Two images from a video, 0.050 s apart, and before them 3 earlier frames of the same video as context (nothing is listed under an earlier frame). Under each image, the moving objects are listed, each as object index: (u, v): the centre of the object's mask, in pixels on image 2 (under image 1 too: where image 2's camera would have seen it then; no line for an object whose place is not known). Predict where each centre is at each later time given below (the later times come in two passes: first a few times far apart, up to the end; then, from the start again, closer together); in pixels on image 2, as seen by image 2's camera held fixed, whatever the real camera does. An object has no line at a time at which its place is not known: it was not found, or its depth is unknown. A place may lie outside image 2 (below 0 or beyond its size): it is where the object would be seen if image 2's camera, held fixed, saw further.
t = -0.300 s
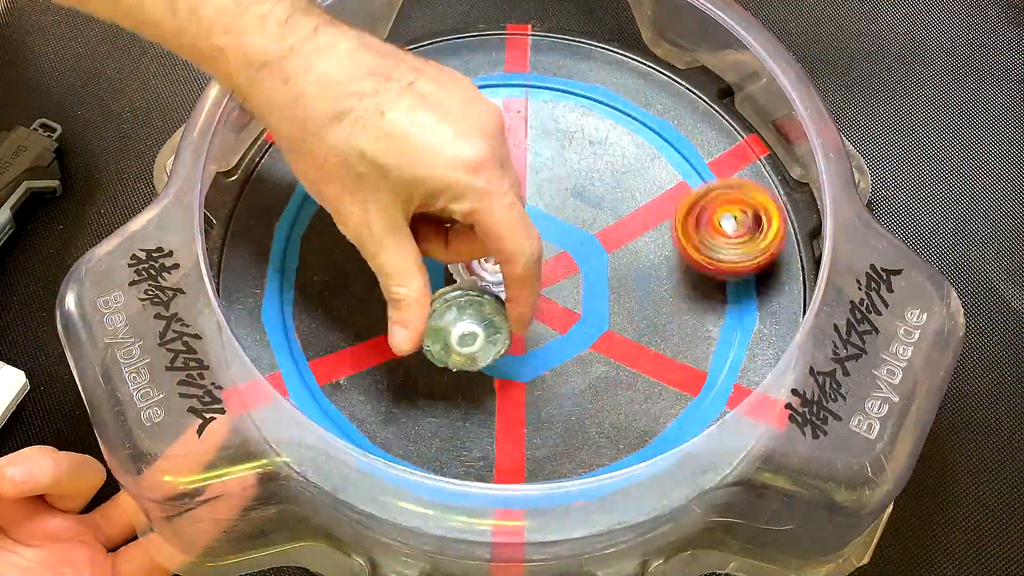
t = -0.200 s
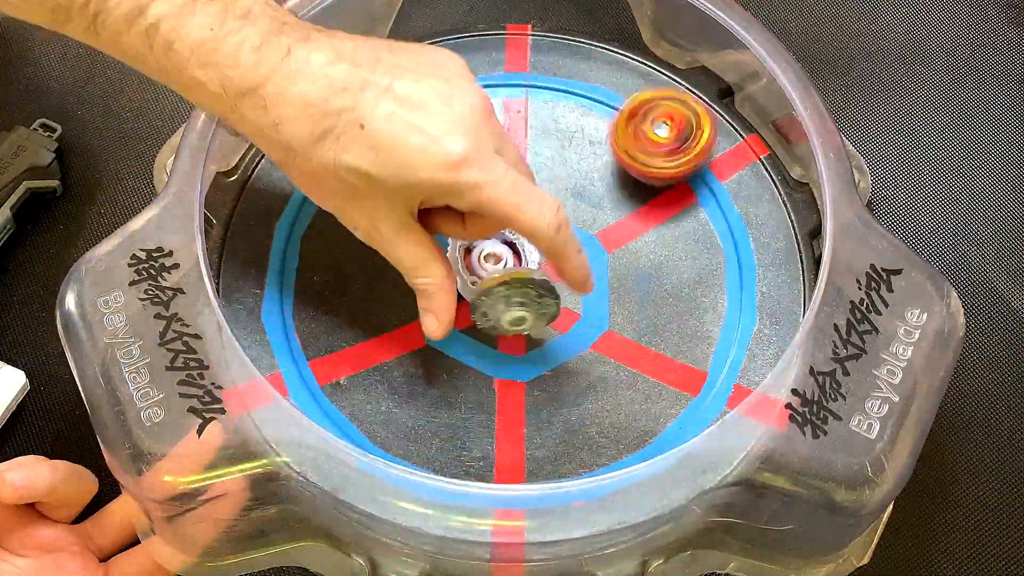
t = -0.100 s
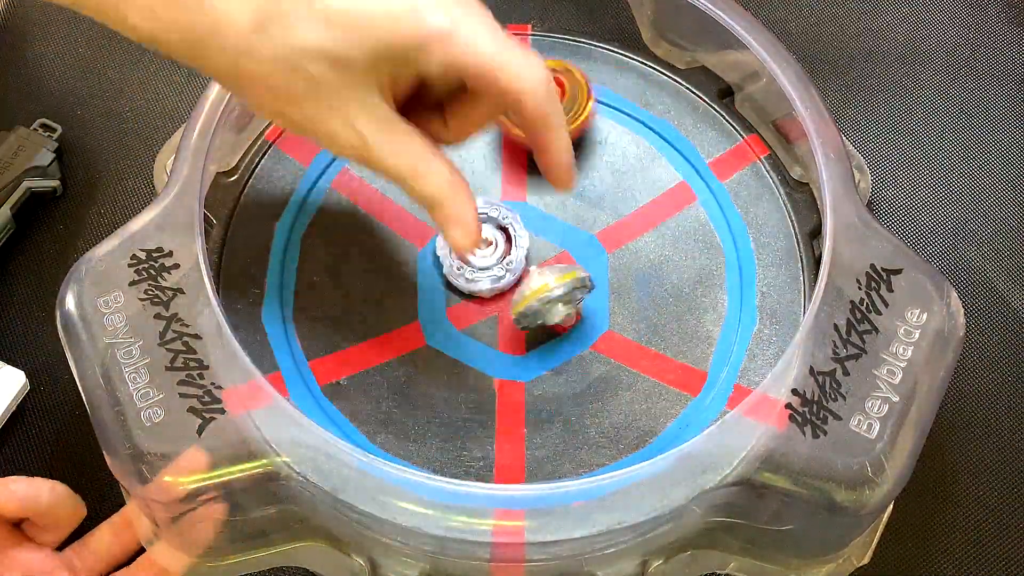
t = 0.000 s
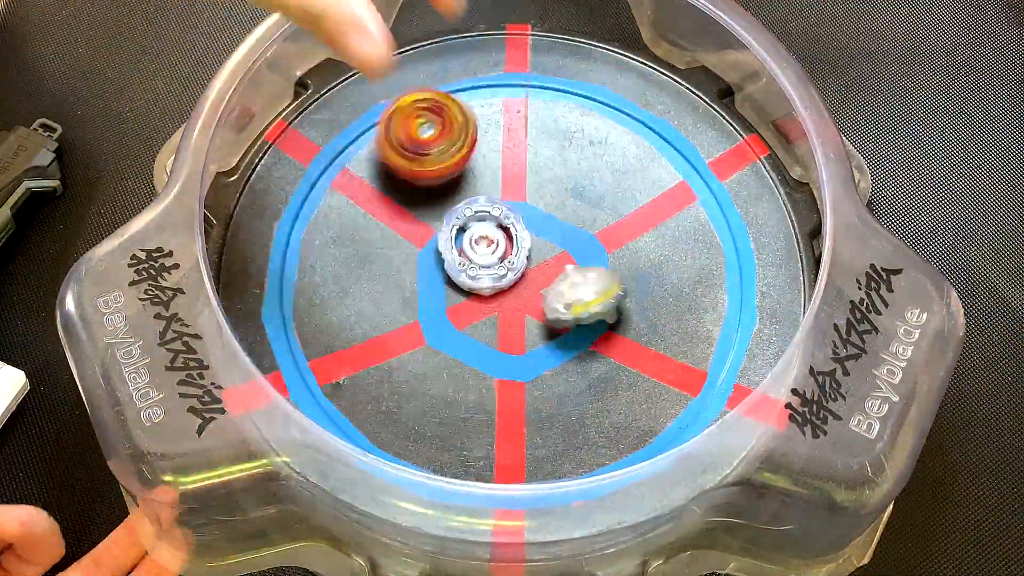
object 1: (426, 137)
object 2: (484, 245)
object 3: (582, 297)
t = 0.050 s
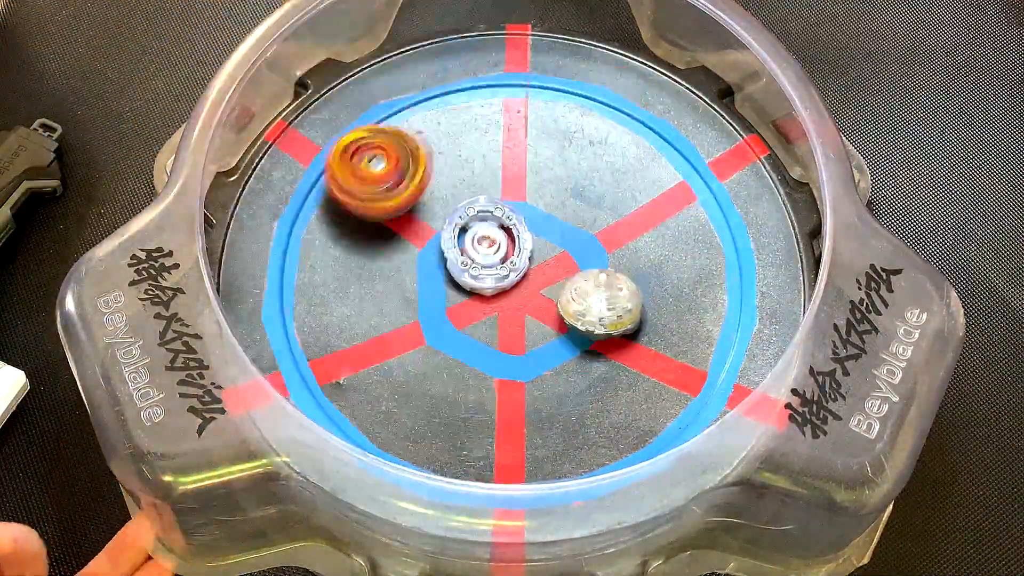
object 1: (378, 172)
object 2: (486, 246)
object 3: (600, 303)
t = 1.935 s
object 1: (557, 76)
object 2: (482, 243)
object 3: (557, 284)
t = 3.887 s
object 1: (658, 326)
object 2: (482, 243)
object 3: (557, 284)
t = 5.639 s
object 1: (495, 226)
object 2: (461, 309)
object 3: (559, 289)
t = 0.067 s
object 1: (363, 186)
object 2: (486, 246)
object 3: (604, 303)
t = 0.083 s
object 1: (351, 201)
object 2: (486, 246)
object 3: (606, 304)
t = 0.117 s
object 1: (330, 234)
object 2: (486, 246)
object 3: (608, 304)
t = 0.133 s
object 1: (322, 251)
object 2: (487, 246)
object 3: (608, 304)
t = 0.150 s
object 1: (315, 269)
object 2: (487, 246)
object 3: (608, 304)
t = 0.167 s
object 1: (312, 288)
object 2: (486, 246)
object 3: (607, 304)
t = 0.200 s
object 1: (311, 326)
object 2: (487, 246)
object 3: (607, 304)
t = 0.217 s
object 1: (314, 346)
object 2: (487, 246)
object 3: (606, 304)
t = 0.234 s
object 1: (320, 363)
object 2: (487, 246)
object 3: (606, 303)
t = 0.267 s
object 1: (349, 392)
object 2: (487, 246)
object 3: (605, 303)
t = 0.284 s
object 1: (367, 405)
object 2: (487, 246)
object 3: (605, 303)
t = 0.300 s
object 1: (385, 415)
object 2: (487, 246)
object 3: (605, 303)
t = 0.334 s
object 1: (423, 433)
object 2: (487, 246)
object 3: (604, 303)
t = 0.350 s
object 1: (443, 438)
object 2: (487, 246)
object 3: (605, 303)
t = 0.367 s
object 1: (469, 444)
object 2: (487, 246)
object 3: (604, 303)
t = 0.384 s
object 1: (491, 447)
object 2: (487, 246)
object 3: (605, 303)
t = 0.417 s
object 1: (538, 446)
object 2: (487, 246)
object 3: (604, 303)
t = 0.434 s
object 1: (562, 441)
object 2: (487, 246)
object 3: (605, 303)
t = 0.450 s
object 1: (584, 436)
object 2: (487, 246)
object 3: (605, 303)
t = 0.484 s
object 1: (622, 418)
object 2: (487, 246)
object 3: (605, 303)
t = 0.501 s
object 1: (639, 405)
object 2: (487, 246)
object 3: (605, 303)
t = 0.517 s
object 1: (654, 390)
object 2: (487, 246)
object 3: (604, 302)
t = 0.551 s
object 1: (676, 354)
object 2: (487, 246)
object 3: (602, 301)
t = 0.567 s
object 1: (682, 335)
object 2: (487, 246)
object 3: (600, 301)
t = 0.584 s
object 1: (687, 314)
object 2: (487, 246)
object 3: (598, 301)
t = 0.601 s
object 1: (694, 298)
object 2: (487, 246)
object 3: (595, 298)
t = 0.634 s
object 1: (702, 262)
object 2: (487, 246)
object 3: (581, 293)
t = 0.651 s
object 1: (702, 244)
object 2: (487, 246)
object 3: (575, 291)
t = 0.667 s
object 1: (698, 225)
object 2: (487, 246)
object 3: (569, 288)
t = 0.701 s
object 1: (684, 190)
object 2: (485, 245)
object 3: (561, 285)
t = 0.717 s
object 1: (675, 174)
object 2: (483, 244)
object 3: (559, 284)
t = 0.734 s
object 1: (664, 159)
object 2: (482, 244)
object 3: (558, 284)
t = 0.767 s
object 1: (638, 131)
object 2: (482, 244)
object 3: (557, 284)
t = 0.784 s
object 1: (622, 119)
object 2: (482, 244)
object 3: (557, 284)
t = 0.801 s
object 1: (606, 108)
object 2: (482, 243)
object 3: (557, 284)
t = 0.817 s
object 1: (590, 98)
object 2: (482, 243)
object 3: (557, 284)
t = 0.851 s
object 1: (554, 85)
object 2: (482, 243)
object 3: (557, 284)
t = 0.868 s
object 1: (535, 79)
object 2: (482, 243)
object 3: (557, 284)
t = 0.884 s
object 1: (515, 76)
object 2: (482, 243)
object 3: (557, 284)
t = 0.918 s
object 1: (476, 74)
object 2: (482, 243)
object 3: (557, 284)
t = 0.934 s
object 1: (456, 75)
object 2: (482, 243)
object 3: (557, 284)
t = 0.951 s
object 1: (438, 78)
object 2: (482, 243)
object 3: (557, 284)
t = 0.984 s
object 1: (401, 89)
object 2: (482, 243)
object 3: (557, 284)
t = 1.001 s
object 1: (384, 96)
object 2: (482, 243)
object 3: (557, 284)
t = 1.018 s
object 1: (368, 106)
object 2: (482, 243)
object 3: (557, 284)
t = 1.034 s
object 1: (355, 118)
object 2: (482, 243)
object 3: (557, 284)
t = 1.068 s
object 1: (330, 146)
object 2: (482, 243)
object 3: (558, 284)
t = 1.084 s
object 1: (319, 160)
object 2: (482, 243)
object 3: (557, 284)
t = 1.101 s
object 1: (310, 176)
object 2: (482, 243)
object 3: (557, 284)
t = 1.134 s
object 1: (297, 208)
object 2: (482, 243)
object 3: (557, 284)
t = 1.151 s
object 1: (294, 225)
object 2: (482, 243)
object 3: (558, 284)
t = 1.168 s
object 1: (292, 243)
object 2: (482, 243)
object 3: (558, 284)
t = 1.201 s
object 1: (295, 279)
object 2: (482, 243)
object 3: (558, 284)
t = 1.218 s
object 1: (299, 297)
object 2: (482, 243)
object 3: (557, 284)
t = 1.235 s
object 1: (306, 314)
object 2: (482, 243)
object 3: (557, 284)
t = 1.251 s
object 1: (316, 332)
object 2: (482, 243)
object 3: (557, 284)
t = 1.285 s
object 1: (341, 365)
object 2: (482, 243)
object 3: (557, 284)
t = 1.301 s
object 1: (356, 381)
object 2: (482, 243)
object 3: (557, 284)
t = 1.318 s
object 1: (375, 394)
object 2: (482, 243)
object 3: (557, 284)
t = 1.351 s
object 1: (415, 414)
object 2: (482, 243)
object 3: (557, 284)
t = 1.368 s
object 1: (436, 422)
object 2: (482, 243)
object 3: (557, 284)
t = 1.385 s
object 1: (458, 427)
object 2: (482, 243)
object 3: (557, 284)
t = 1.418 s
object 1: (505, 433)
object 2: (482, 243)
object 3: (557, 284)
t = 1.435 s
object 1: (528, 432)
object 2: (482, 243)
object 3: (557, 284)
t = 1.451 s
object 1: (552, 428)
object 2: (482, 243)
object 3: (557, 284)
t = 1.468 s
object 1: (576, 424)
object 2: (482, 243)
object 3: (557, 284)
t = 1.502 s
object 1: (615, 408)
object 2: (482, 243)
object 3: (557, 284)
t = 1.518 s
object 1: (634, 397)
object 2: (482, 243)
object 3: (557, 284)
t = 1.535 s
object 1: (652, 384)
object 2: (482, 243)
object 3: (557, 284)
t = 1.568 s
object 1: (680, 355)
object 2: (482, 243)
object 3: (557, 284)
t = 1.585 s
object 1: (692, 338)
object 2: (482, 243)
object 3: (557, 284)
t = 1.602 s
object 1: (703, 321)
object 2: (482, 243)
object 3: (557, 284)
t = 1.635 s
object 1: (717, 286)
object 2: (482, 243)
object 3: (557, 284)
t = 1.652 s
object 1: (721, 268)
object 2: (482, 243)
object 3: (557, 284)
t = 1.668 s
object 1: (724, 250)
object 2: (482, 243)
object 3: (557, 284)
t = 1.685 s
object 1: (725, 232)
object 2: (482, 243)
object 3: (557, 284)
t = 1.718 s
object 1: (719, 195)
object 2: (482, 243)
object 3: (557, 284)
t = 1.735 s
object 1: (713, 179)
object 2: (482, 243)
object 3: (557, 284)
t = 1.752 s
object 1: (705, 162)
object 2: (482, 243)
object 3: (557, 284)
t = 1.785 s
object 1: (687, 134)
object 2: (482, 243)
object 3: (557, 284)
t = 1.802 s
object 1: (675, 122)
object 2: (482, 243)
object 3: (557, 284)
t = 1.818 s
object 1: (660, 112)
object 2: (482, 243)
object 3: (557, 284)
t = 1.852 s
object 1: (630, 96)
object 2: (482, 243)
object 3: (557, 284)
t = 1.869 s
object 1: (615, 90)
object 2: (482, 243)
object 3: (557, 284)
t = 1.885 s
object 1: (600, 85)
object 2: (482, 243)
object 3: (557, 284)
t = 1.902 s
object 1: (586, 81)
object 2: (482, 243)
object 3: (557, 284)
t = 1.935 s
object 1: (557, 76)
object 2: (482, 243)
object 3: (557, 284)
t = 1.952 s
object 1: (540, 74)
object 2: (482, 243)
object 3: (557, 284)
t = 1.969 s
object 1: (524, 74)
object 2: (482, 243)
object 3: (557, 284)
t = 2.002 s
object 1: (491, 78)
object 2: (482, 243)
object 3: (557, 284)
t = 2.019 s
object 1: (473, 82)
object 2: (482, 243)
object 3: (557, 284)
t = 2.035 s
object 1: (458, 86)
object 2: (482, 243)
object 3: (557, 284)
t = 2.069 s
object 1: (429, 98)
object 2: (482, 243)
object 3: (557, 284)
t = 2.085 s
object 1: (415, 106)
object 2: (482, 243)
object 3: (557, 284)
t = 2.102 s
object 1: (402, 115)
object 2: (482, 243)
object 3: (557, 284)
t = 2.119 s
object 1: (390, 125)
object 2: (482, 243)
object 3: (557, 284)
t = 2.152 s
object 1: (369, 149)
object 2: (482, 243)
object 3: (557, 284)
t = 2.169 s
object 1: (361, 162)
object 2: (482, 243)
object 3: (557, 284)
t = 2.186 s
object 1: (353, 175)
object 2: (482, 243)
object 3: (557, 284)
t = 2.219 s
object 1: (340, 204)
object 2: (482, 243)
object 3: (557, 284)
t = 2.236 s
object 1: (336, 219)
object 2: (482, 243)
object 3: (557, 284)
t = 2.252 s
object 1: (334, 235)
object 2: (482, 243)
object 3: (557, 284)
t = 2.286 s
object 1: (335, 266)
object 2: (482, 243)
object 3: (557, 284)
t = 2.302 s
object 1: (338, 284)
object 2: (482, 243)
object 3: (557, 284)
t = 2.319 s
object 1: (342, 300)
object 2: (482, 243)
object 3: (557, 284)
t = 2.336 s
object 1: (348, 317)
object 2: (482, 243)
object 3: (557, 284)
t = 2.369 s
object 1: (364, 349)
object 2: (482, 243)
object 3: (557, 284)
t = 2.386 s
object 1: (375, 363)
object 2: (482, 243)
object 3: (557, 284)
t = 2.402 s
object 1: (388, 377)
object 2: (482, 243)
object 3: (557, 284)
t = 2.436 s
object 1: (418, 402)
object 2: (482, 243)
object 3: (557, 284)
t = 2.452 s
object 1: (436, 409)
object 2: (482, 243)
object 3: (557, 284)
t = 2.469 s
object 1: (450, 417)
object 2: (482, 243)
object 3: (557, 284)
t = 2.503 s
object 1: (491, 428)
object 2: (482, 243)
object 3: (557, 284)
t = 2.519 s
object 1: (511, 430)
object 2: (482, 243)
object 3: (557, 284)
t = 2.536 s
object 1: (530, 431)
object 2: (482, 243)
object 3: (557, 284)
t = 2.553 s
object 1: (551, 430)
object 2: (482, 243)
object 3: (557, 284)
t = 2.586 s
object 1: (588, 423)
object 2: (482, 243)
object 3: (557, 284)
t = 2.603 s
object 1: (606, 418)
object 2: (482, 243)
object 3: (557, 284)
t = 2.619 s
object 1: (623, 412)
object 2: (482, 243)
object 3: (557, 284)
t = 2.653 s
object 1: (655, 391)
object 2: (482, 243)
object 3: (557, 284)
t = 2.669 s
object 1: (668, 379)
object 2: (482, 243)
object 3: (557, 284)
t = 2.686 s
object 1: (680, 367)
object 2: (482, 243)
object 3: (557, 284)
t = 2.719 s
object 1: (700, 338)
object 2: (482, 243)
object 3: (557, 284)
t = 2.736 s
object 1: (706, 324)
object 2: (482, 243)
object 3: (557, 284)
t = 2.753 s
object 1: (711, 308)
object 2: (482, 243)
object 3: (557, 284)
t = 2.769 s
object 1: (715, 292)
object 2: (482, 243)
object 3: (557, 284)
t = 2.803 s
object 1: (717, 261)
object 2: (482, 243)
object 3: (557, 284)
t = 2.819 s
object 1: (715, 246)
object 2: (482, 243)
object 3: (557, 284)
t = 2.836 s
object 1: (712, 231)
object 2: (482, 243)
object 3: (557, 284)
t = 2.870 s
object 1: (698, 201)
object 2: (482, 243)
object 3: (557, 284)
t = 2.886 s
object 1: (688, 187)
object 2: (482, 243)
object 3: (557, 284)
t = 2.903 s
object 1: (678, 175)
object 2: (482, 243)
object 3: (557, 284)
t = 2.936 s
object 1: (656, 152)
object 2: (482, 243)
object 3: (557, 284)
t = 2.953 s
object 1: (643, 142)
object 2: (482, 243)
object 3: (557, 284)
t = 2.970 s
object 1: (629, 134)
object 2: (482, 243)
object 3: (557, 284)
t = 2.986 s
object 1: (614, 126)
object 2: (482, 243)
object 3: (557, 284)
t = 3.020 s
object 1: (584, 114)
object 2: (482, 243)
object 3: (557, 284)
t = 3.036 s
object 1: (569, 110)
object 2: (482, 243)
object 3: (557, 284)
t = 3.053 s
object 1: (552, 107)
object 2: (482, 243)
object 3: (557, 284)
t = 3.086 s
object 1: (519, 105)
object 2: (482, 243)
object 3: (557, 284)
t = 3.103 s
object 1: (501, 106)
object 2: (482, 243)
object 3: (557, 284)
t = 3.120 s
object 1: (485, 107)
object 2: (482, 243)
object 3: (557, 284)
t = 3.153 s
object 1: (452, 114)
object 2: (482, 243)
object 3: (557, 284)
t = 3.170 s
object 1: (436, 119)
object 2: (482, 244)
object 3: (557, 284)
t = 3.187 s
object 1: (422, 125)
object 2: (482, 244)
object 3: (557, 284)
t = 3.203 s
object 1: (407, 132)
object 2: (482, 243)
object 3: (557, 284)
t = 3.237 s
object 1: (380, 149)
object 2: (482, 243)
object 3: (558, 284)
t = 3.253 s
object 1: (369, 159)
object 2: (482, 243)
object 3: (558, 284)
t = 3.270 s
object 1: (358, 169)
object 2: (482, 243)
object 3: (558, 284)
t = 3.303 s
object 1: (339, 192)
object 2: (482, 243)
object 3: (558, 284)
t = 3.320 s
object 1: (332, 204)
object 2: (482, 243)
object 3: (558, 284)
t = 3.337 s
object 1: (326, 217)
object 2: (482, 243)
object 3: (557, 284)
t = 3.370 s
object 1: (317, 243)
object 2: (482, 243)
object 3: (557, 284)
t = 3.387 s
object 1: (316, 257)
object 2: (482, 243)
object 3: (557, 284)
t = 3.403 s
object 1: (315, 270)
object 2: (482, 243)
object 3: (557, 284)
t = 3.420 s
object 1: (316, 284)
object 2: (482, 243)
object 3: (557, 284)
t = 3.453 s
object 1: (322, 312)
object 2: (482, 243)
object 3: (557, 284)
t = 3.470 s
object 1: (326, 326)
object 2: (482, 243)
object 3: (557, 284)
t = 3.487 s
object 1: (334, 339)
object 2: (482, 243)
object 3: (557, 284)
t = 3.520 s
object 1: (351, 363)
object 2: (482, 243)
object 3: (557, 284)
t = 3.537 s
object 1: (361, 374)
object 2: (482, 243)
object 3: (557, 284)
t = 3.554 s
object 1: (375, 384)
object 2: (482, 243)
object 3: (557, 284)
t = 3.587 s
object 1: (403, 400)
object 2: (482, 243)
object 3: (557, 284)
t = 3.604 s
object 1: (418, 407)
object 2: (482, 243)
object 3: (557, 284)
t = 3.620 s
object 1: (433, 412)
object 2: (482, 243)
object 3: (557, 284)
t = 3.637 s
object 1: (447, 417)
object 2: (482, 243)
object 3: (557, 284)
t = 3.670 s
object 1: (482, 420)
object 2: (482, 243)
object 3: (557, 284)
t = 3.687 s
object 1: (500, 420)
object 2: (482, 243)
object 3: (557, 284)
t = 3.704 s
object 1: (516, 418)
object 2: (482, 243)
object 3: (557, 284)
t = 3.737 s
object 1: (549, 410)
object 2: (482, 243)
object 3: (557, 284)
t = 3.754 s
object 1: (566, 405)
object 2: (482, 243)
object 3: (557, 284)
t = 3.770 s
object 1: (580, 400)
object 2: (482, 243)
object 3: (557, 284)
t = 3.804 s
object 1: (605, 383)
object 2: (482, 243)
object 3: (557, 284)
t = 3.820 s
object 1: (618, 373)
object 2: (482, 243)
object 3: (557, 284)
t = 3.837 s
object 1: (629, 362)
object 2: (482, 243)
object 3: (557, 284)
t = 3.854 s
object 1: (640, 351)
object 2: (482, 243)
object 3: (557, 284)
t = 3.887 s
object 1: (658, 326)
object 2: (482, 243)
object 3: (557, 284)
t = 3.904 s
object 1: (664, 313)
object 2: (482, 243)
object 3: (557, 284)
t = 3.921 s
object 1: (669, 300)
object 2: (482, 243)
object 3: (557, 284)
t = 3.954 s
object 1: (676, 274)
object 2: (482, 243)
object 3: (557, 284)
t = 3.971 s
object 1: (678, 262)
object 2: (482, 243)
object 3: (557, 284)
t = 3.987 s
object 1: (678, 248)
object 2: (482, 243)
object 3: (557, 284)
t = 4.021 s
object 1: (673, 221)
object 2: (482, 243)
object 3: (557, 284)
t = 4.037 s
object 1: (671, 209)
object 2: (482, 243)
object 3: (557, 284)
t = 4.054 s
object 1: (666, 197)
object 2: (482, 243)
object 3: (557, 284)
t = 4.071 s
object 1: (661, 186)
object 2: (482, 243)
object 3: (557, 284)
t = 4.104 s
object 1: (648, 167)
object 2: (482, 243)
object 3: (557, 284)
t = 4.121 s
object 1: (640, 157)
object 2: (482, 243)
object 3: (557, 284)
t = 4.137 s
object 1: (633, 150)
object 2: (482, 243)
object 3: (557, 284)
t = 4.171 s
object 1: (616, 137)
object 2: (482, 243)
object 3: (557, 284)
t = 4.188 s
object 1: (607, 132)
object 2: (482, 243)
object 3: (557, 284)
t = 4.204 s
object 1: (598, 127)
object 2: (482, 243)
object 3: (557, 284)
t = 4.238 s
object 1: (579, 122)
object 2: (482, 243)
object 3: (557, 284)
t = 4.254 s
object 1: (570, 120)
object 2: (482, 243)
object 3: (557, 284)
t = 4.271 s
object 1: (562, 120)
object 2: (482, 243)
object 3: (557, 284)
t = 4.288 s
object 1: (552, 120)
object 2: (482, 243)
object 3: (557, 284)
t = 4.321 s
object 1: (536, 123)
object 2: (482, 243)
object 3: (557, 284)
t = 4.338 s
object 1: (529, 125)
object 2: (482, 243)
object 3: (557, 284)
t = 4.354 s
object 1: (522, 129)
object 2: (482, 243)
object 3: (557, 284)
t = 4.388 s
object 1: (510, 136)
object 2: (482, 243)
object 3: (557, 284)
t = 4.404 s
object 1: (505, 141)
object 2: (482, 243)
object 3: (557, 284)
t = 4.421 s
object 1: (501, 145)
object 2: (482, 243)
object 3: (557, 284)
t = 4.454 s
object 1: (496, 151)
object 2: (475, 251)
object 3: (557, 284)
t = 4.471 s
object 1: (496, 155)
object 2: (472, 255)
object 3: (557, 284)
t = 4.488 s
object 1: (495, 159)
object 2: (468, 258)
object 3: (557, 284)
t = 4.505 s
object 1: (494, 163)
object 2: (466, 262)
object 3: (557, 284)
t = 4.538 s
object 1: (495, 172)
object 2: (464, 267)
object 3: (557, 284)
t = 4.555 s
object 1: (496, 177)
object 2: (463, 268)
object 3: (557, 284)
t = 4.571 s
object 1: (496, 180)
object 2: (463, 269)
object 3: (557, 284)
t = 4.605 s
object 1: (501, 186)
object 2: (460, 272)
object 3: (557, 284)
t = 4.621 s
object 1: (503, 188)
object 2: (458, 275)
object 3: (557, 284)
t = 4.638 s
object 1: (504, 192)
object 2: (456, 279)
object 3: (557, 284)
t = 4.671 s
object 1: (506, 198)
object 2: (455, 290)
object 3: (557, 284)
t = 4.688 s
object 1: (506, 200)
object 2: (456, 293)
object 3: (557, 284)
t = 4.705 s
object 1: (506, 203)
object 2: (456, 295)
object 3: (557, 284)
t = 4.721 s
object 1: (506, 206)
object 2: (457, 298)
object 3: (557, 284)
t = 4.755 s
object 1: (505, 211)
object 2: (458, 302)
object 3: (557, 284)
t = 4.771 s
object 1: (504, 213)
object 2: (459, 303)
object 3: (557, 284)
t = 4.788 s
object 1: (504, 215)
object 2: (461, 301)
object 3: (557, 284)
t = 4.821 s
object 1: (502, 215)
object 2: (463, 298)
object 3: (558, 286)
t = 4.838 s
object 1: (501, 215)
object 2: (464, 299)
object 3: (559, 288)
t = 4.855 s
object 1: (501, 215)
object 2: (464, 299)
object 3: (559, 288)
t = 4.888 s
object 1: (501, 215)
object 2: (464, 301)
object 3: (558, 288)
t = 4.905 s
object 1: (501, 215)
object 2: (464, 302)
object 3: (558, 288)
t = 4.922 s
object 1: (501, 215)
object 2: (464, 302)
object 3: (558, 288)
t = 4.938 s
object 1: (501, 215)
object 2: (464, 303)
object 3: (558, 288)
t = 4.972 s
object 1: (501, 216)
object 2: (462, 305)
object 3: (559, 288)
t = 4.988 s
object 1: (502, 216)
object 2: (461, 307)
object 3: (558, 288)
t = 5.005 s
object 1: (502, 217)
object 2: (461, 307)
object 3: (558, 288)
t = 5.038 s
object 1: (501, 218)
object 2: (461, 307)
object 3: (559, 288)
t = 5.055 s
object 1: (500, 218)
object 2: (461, 307)
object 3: (558, 288)
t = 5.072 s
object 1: (500, 218)
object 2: (461, 308)
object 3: (558, 288)
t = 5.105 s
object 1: (499, 219)
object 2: (461, 308)
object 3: (558, 288)
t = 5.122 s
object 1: (499, 219)
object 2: (461, 307)
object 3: (559, 288)
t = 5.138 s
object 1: (499, 220)
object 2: (461, 307)
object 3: (559, 288)
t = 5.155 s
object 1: (499, 220)
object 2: (460, 309)
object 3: (559, 288)
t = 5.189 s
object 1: (501, 219)
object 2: (459, 313)
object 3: (559, 288)
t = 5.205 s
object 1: (501, 219)
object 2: (459, 314)
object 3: (559, 288)
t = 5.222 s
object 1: (501, 219)
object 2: (459, 314)
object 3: (558, 288)
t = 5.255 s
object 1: (500, 219)
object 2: (459, 315)
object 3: (559, 288)
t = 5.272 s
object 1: (500, 220)
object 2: (459, 315)
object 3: (559, 288)
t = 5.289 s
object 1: (500, 220)
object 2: (459, 314)
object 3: (559, 288)
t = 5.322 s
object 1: (499, 221)
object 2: (459, 313)
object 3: (559, 289)
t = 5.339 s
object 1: (499, 221)
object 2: (459, 312)
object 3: (559, 288)
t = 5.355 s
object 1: (499, 221)
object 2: (459, 312)
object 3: (559, 288)
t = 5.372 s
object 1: (499, 221)
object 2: (460, 311)
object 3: (559, 289)
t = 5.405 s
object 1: (498, 222)
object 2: (460, 310)
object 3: (559, 289)
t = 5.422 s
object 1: (498, 222)
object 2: (460, 310)
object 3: (559, 289)
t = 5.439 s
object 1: (497, 223)
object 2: (460, 311)
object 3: (559, 289)
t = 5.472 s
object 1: (497, 223)
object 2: (460, 310)
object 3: (559, 289)
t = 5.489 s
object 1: (497, 223)
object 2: (460, 310)
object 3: (559, 289)
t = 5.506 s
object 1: (497, 223)
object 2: (461, 309)
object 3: (559, 289)
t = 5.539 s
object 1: (496, 224)
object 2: (461, 309)
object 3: (559, 289)
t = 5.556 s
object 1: (496, 224)
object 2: (461, 309)
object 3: (559, 289)
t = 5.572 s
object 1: (495, 225)
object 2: (461, 309)
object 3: (559, 289)
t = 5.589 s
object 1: (495, 225)
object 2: (461, 309)
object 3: (559, 289)
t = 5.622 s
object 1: (495, 225)
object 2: (461, 309)
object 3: (559, 289)
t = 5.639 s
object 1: (495, 226)
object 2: (461, 309)
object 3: (559, 289)
